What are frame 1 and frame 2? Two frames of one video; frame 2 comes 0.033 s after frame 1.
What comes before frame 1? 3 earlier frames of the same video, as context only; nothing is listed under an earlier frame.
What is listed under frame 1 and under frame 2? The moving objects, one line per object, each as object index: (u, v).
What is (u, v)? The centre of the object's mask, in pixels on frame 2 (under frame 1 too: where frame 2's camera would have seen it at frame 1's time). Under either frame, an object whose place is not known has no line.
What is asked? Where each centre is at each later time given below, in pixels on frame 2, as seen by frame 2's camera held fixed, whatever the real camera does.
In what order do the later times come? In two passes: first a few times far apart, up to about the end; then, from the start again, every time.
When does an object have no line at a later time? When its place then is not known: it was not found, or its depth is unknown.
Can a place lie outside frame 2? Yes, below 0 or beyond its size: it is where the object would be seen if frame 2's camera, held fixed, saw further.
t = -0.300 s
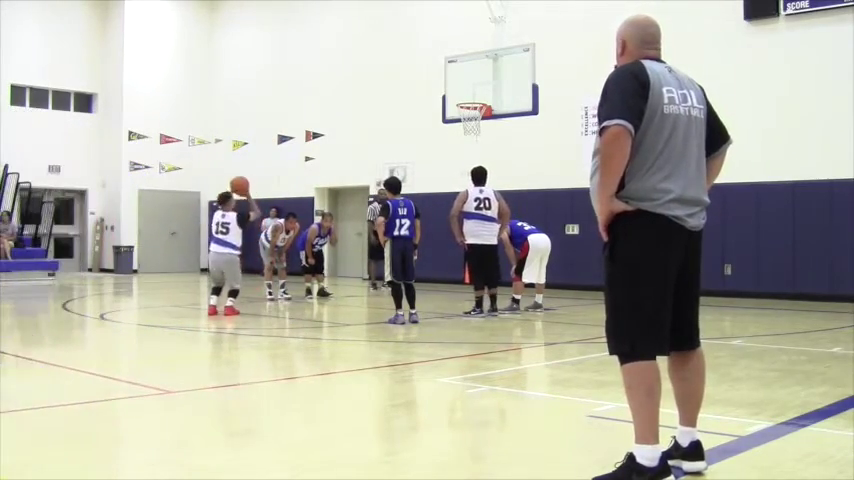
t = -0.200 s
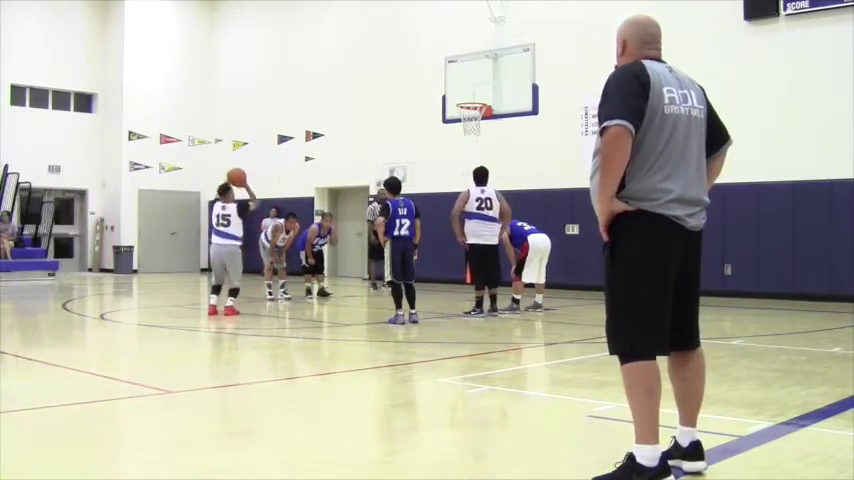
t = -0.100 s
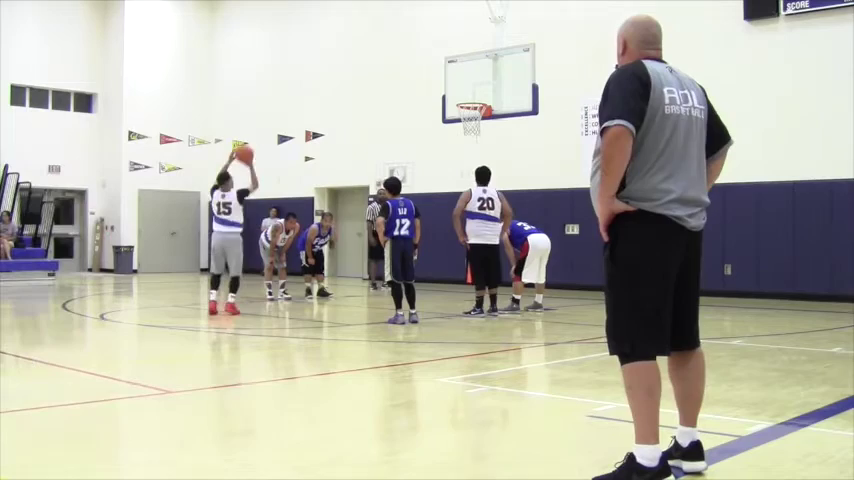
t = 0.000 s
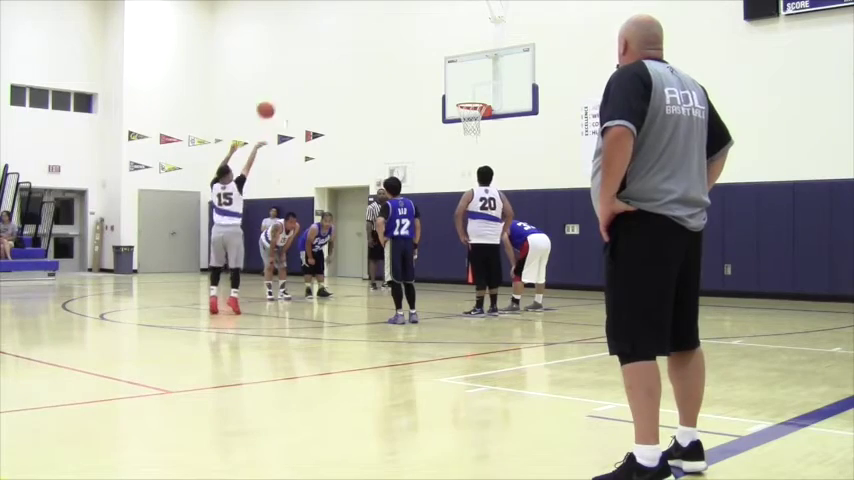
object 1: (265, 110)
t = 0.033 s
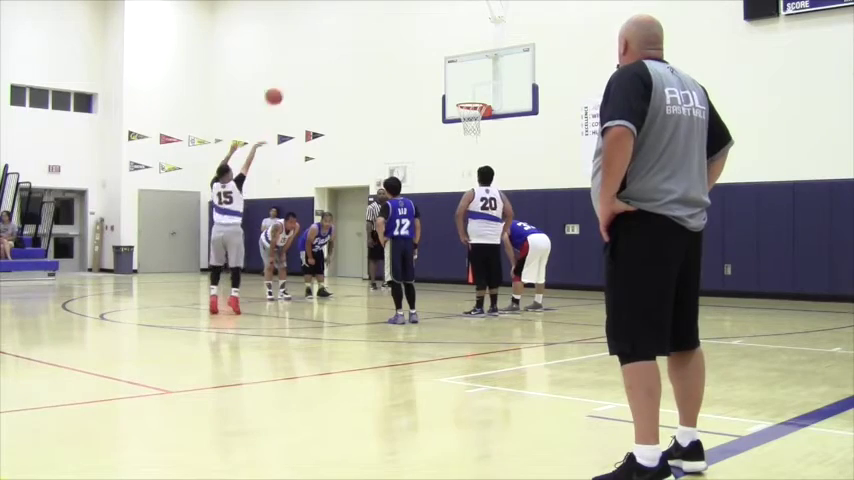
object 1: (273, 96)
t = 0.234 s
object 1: (318, 36)
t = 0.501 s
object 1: (373, 6)
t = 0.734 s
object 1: (415, 17)
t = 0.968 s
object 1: (454, 63)
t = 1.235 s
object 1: (467, 138)
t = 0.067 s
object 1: (281, 83)
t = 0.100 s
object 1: (289, 72)
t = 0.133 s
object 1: (296, 61)
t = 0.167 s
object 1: (304, 52)
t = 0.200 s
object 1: (311, 43)
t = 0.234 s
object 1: (318, 36)
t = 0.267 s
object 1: (325, 29)
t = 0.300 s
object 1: (333, 23)
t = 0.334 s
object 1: (340, 18)
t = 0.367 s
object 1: (346, 14)
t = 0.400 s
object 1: (353, 10)
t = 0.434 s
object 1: (360, 8)
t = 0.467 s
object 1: (366, 6)
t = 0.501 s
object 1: (373, 6)
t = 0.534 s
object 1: (379, 6)
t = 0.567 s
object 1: (385, 6)
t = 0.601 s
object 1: (391, 6)
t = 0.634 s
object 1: (397, 7)
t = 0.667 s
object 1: (403, 10)
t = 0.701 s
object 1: (409, 13)
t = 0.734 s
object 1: (415, 17)
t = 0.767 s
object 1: (421, 22)
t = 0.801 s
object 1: (427, 27)
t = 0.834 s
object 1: (432, 33)
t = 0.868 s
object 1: (438, 39)
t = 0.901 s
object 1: (443, 46)
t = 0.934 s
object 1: (449, 55)
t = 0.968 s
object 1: (454, 63)
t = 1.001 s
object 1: (459, 72)
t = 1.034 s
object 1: (465, 81)
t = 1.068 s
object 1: (469, 91)
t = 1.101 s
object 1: (474, 102)
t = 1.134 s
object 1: (473, 110)
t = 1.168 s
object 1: (471, 120)
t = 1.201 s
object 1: (469, 130)
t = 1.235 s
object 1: (467, 138)
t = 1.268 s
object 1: (465, 148)
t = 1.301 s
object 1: (462, 158)
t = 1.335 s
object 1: (460, 169)
